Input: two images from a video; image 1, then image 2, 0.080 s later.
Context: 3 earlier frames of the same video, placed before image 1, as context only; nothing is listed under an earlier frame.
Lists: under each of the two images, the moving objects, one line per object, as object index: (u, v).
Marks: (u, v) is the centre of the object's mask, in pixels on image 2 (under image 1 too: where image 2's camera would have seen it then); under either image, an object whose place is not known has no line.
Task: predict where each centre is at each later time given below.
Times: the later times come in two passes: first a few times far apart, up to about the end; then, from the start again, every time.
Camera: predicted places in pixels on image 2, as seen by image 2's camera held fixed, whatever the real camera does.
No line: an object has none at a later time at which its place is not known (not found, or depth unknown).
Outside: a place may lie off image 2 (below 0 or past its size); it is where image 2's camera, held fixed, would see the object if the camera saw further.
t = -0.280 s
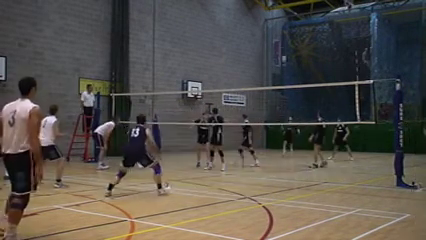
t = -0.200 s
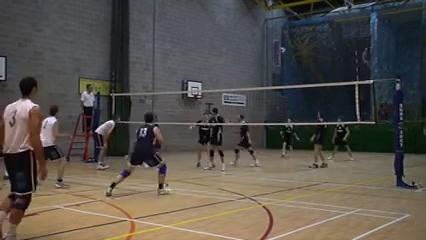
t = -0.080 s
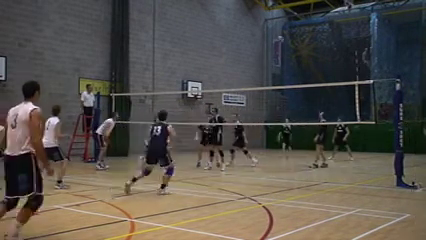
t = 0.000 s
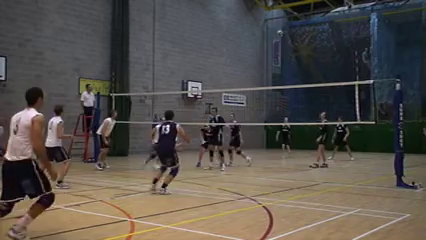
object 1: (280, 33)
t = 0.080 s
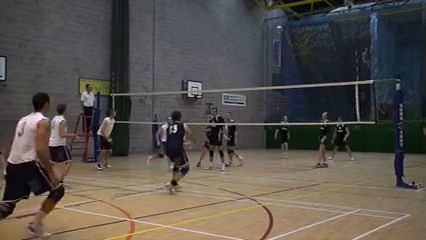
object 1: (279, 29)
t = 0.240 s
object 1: (278, 27)
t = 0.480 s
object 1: (278, 34)
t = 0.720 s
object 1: (280, 68)
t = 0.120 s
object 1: (279, 28)
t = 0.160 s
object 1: (278, 27)
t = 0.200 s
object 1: (278, 27)
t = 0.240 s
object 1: (278, 27)
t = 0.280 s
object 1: (278, 27)
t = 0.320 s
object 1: (278, 27)
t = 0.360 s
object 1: (278, 28)
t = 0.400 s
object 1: (278, 29)
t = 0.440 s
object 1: (278, 32)
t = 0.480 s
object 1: (278, 34)
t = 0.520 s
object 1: (278, 38)
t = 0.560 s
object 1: (278, 42)
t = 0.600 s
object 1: (278, 46)
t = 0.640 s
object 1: (279, 53)
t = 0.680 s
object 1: (280, 60)
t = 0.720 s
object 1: (280, 68)
